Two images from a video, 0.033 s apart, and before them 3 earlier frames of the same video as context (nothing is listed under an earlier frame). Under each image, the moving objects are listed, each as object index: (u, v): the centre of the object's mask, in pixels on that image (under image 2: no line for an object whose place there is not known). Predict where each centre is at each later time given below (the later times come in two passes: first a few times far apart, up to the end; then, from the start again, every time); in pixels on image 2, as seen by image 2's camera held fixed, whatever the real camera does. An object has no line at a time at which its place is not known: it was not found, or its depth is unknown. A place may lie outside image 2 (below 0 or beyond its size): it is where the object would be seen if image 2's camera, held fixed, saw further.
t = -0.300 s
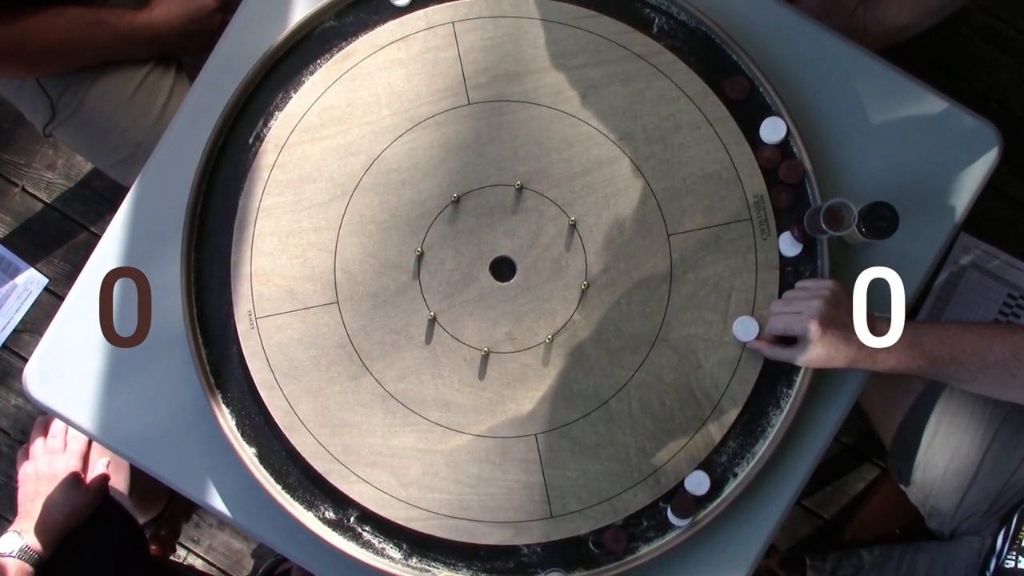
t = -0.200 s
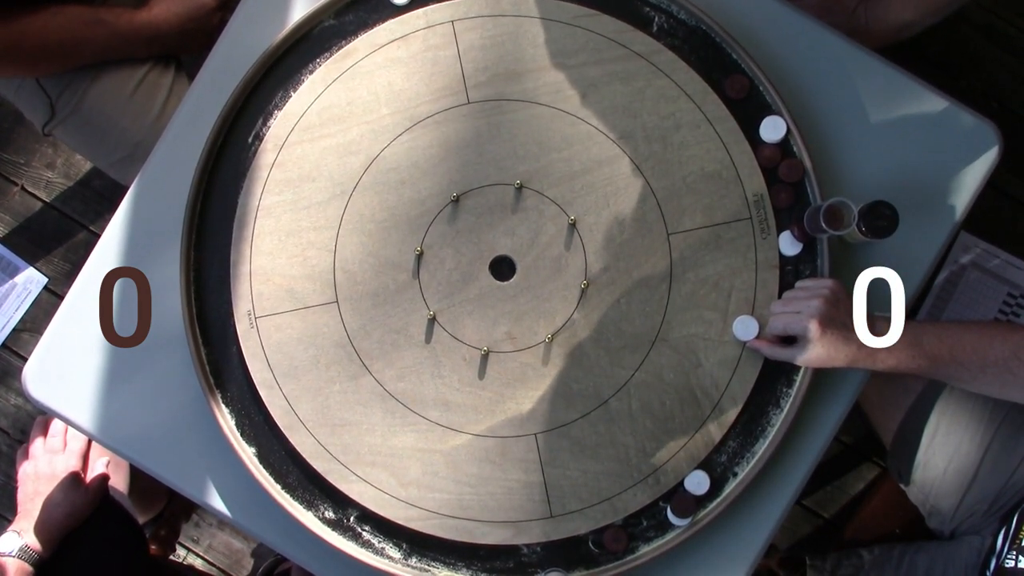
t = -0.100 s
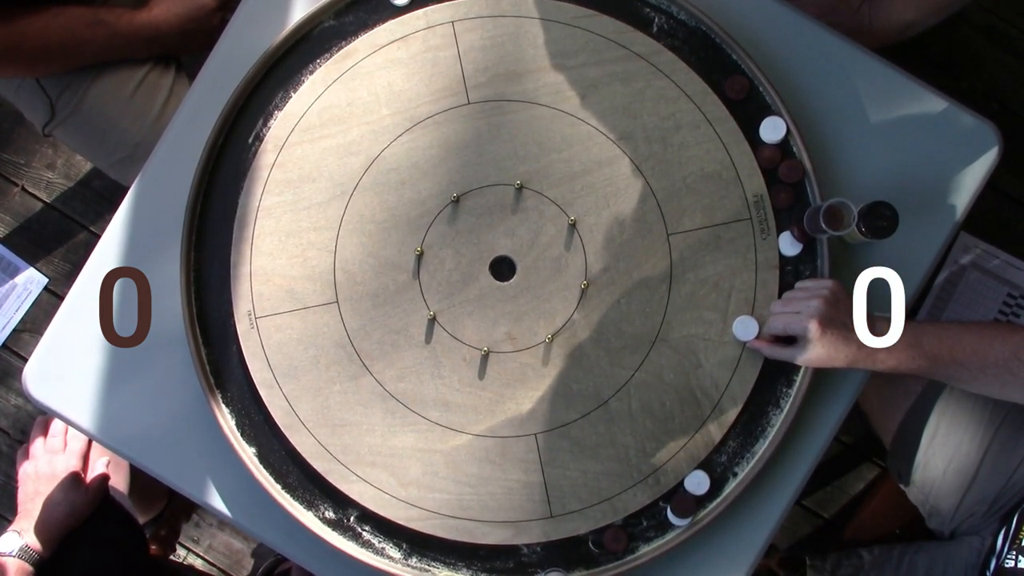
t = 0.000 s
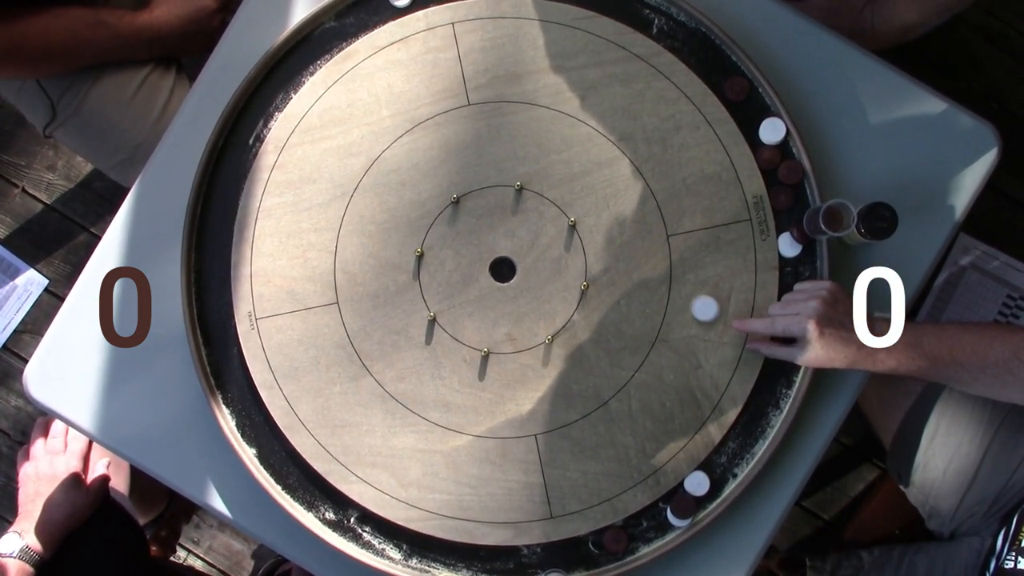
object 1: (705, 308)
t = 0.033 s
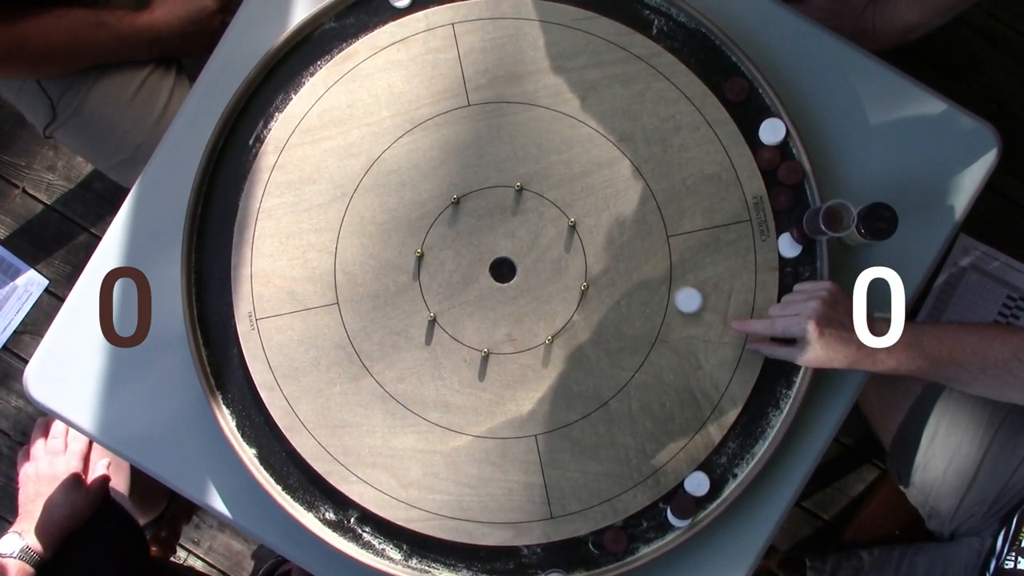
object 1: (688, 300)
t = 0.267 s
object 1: (597, 250)
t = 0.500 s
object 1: (569, 260)
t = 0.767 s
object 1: (569, 264)
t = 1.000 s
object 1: (568, 264)
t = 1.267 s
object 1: (568, 263)
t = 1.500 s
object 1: (568, 263)
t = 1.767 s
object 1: (568, 263)
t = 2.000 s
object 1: (568, 263)
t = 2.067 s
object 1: (568, 263)
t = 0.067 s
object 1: (672, 292)
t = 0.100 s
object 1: (657, 284)
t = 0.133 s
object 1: (643, 276)
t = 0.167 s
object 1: (631, 269)
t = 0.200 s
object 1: (619, 263)
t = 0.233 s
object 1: (608, 256)
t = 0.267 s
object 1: (597, 250)
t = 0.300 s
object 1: (587, 245)
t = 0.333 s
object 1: (578, 240)
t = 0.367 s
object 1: (575, 243)
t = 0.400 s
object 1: (573, 249)
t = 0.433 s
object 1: (571, 254)
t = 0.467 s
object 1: (570, 257)
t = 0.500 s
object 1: (569, 260)
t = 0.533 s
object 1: (569, 262)
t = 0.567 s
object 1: (569, 263)
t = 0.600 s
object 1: (569, 263)
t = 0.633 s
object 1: (569, 263)
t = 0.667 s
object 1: (569, 264)
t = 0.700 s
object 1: (569, 264)
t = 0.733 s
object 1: (569, 264)
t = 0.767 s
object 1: (569, 264)
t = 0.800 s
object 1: (569, 264)
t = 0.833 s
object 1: (568, 264)
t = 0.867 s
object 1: (568, 264)
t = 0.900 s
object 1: (568, 264)
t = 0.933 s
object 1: (568, 264)
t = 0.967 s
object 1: (568, 264)
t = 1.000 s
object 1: (568, 264)
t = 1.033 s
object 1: (568, 264)
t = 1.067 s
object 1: (568, 264)
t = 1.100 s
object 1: (568, 264)
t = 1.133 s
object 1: (568, 264)
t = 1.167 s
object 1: (568, 264)
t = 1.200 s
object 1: (568, 263)
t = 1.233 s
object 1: (568, 264)
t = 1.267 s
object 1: (568, 263)
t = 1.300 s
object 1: (568, 263)
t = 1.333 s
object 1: (568, 263)
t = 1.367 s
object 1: (568, 263)
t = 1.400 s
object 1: (568, 263)
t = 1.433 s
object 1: (568, 263)
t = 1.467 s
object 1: (568, 263)
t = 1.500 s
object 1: (568, 263)
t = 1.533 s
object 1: (568, 263)
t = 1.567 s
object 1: (568, 264)
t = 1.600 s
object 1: (568, 264)
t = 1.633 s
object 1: (568, 264)
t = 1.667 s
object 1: (568, 263)
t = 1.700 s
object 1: (568, 264)
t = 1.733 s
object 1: (568, 263)
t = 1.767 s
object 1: (568, 263)
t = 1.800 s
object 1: (568, 264)
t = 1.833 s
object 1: (568, 263)
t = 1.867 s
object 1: (568, 263)
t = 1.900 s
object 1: (568, 263)
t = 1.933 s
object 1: (568, 263)
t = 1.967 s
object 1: (568, 264)
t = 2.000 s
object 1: (568, 263)
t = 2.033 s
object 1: (568, 263)
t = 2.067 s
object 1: (568, 263)
